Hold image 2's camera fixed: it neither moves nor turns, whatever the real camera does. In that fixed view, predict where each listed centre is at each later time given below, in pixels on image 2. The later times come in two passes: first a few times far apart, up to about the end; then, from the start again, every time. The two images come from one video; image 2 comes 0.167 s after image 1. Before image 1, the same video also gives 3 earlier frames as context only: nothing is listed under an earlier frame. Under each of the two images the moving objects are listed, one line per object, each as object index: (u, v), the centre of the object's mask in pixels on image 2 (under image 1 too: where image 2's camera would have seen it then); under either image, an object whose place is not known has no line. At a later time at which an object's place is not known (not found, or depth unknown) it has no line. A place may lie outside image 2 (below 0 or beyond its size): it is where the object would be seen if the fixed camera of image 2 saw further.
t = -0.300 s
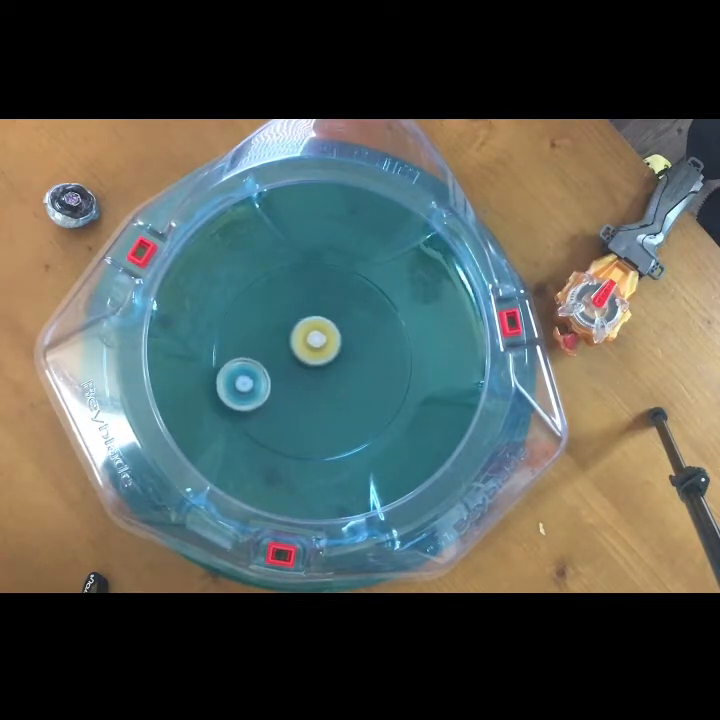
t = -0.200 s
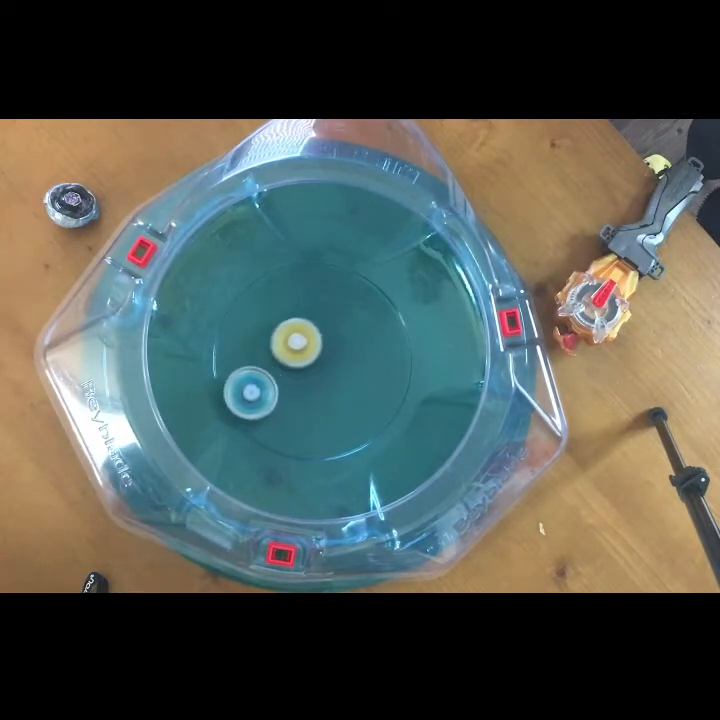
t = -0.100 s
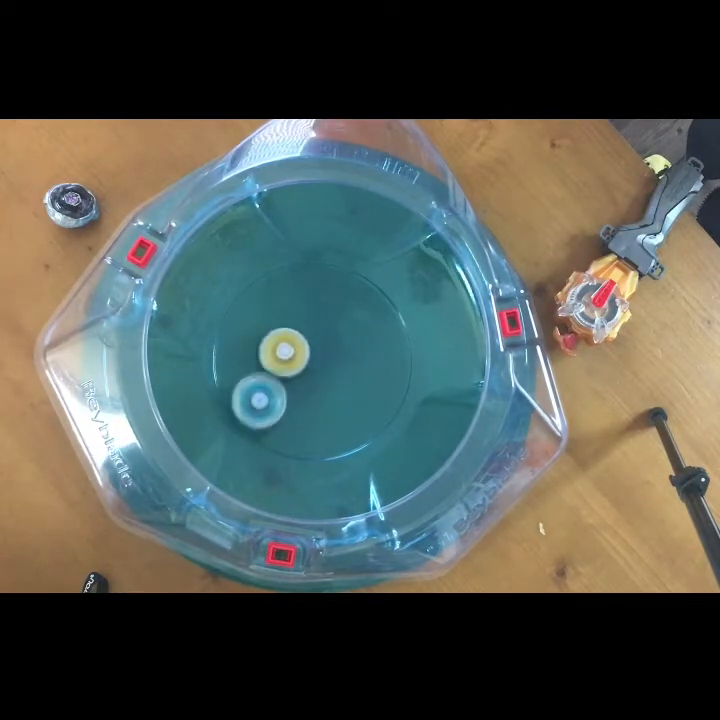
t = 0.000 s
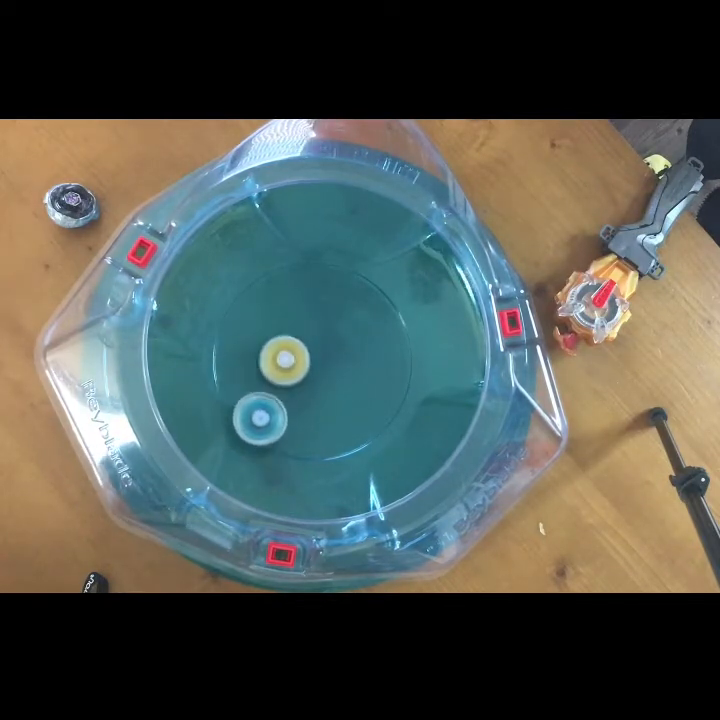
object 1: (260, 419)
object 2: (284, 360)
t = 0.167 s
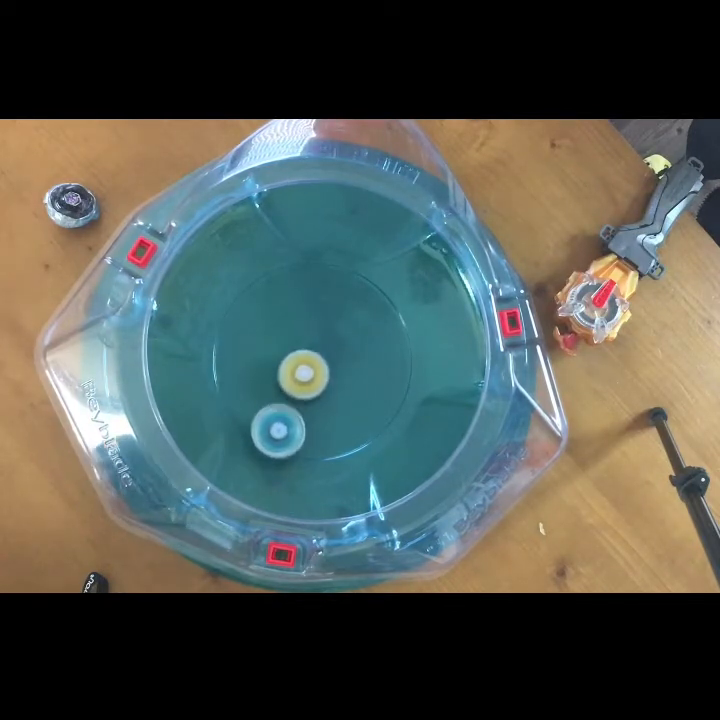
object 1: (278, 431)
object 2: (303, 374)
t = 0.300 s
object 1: (297, 431)
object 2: (318, 363)
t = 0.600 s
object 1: (318, 402)
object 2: (318, 333)
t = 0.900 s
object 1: (332, 405)
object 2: (283, 339)
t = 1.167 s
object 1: (355, 396)
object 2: (306, 369)
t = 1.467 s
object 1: (383, 374)
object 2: (335, 345)
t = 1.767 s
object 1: (359, 360)
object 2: (308, 333)
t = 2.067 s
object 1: (347, 375)
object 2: (291, 373)
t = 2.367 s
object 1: (359, 380)
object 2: (306, 395)
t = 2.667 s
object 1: (364, 359)
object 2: (307, 371)
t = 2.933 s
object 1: (362, 353)
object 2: (272, 353)
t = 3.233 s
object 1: (340, 352)
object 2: (272, 368)
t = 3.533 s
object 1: (350, 363)
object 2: (292, 359)
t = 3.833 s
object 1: (371, 375)
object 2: (295, 335)
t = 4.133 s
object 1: (349, 370)
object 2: (304, 335)
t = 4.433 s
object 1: (353, 418)
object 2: (304, 335)
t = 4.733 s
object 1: (338, 412)
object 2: (330, 351)
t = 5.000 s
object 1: (301, 400)
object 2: (342, 349)
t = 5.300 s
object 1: (271, 382)
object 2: (328, 362)
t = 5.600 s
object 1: (260, 352)
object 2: (320, 387)
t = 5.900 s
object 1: (276, 327)
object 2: (317, 388)
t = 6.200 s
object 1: (309, 318)
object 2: (302, 373)
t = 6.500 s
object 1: (341, 328)
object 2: (286, 363)
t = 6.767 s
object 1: (355, 353)
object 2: (290, 358)
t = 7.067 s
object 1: (350, 384)
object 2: (302, 346)
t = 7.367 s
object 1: (327, 404)
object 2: (314, 339)
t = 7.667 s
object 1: (297, 400)
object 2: (320, 345)
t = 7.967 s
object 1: (274, 374)
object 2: (326, 361)
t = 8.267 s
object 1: (271, 343)
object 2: (329, 372)
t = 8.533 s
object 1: (286, 323)
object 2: (321, 375)
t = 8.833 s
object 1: (316, 320)
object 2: (307, 374)
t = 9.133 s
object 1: (342, 337)
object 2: (296, 372)
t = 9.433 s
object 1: (351, 369)
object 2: (294, 363)
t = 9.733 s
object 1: (341, 395)
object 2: (298, 353)
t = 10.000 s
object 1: (319, 403)
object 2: (308, 348)
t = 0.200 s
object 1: (281, 435)
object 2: (308, 372)
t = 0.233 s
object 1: (285, 436)
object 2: (313, 369)
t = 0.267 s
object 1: (291, 434)
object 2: (317, 366)
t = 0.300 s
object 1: (297, 431)
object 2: (318, 363)
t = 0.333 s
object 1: (302, 426)
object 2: (319, 361)
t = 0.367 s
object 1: (306, 421)
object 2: (321, 359)
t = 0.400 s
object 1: (310, 416)
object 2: (322, 356)
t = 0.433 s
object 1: (313, 411)
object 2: (322, 354)
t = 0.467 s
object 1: (315, 406)
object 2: (322, 351)
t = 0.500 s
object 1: (317, 400)
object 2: (321, 349)
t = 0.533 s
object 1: (318, 400)
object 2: (320, 343)
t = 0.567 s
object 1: (318, 402)
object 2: (319, 337)
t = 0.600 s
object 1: (318, 402)
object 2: (318, 333)
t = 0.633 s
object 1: (319, 400)
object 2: (314, 331)
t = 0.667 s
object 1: (320, 397)
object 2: (310, 330)
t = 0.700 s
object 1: (320, 394)
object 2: (305, 331)
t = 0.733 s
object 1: (321, 390)
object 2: (301, 332)
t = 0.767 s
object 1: (321, 386)
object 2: (297, 334)
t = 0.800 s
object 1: (321, 382)
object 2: (294, 337)
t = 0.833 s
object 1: (325, 389)
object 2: (289, 336)
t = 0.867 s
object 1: (329, 398)
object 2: (285, 335)
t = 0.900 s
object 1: (332, 405)
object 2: (283, 339)
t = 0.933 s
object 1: (336, 409)
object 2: (283, 344)
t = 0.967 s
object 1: (339, 410)
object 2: (284, 349)
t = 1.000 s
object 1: (342, 408)
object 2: (286, 354)
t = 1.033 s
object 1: (344, 406)
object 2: (289, 359)
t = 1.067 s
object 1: (347, 403)
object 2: (293, 363)
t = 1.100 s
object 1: (349, 399)
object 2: (297, 367)
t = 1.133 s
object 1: (350, 396)
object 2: (303, 370)
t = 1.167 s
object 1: (355, 396)
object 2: (306, 369)
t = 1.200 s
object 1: (365, 399)
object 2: (306, 367)
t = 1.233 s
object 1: (373, 401)
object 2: (311, 364)
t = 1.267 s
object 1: (379, 400)
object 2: (317, 363)
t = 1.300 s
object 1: (381, 397)
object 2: (322, 361)
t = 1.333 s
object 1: (383, 393)
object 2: (326, 358)
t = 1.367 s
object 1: (384, 388)
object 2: (329, 356)
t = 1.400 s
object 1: (384, 383)
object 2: (332, 352)
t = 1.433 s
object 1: (384, 379)
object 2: (334, 349)
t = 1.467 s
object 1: (383, 374)
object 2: (335, 345)
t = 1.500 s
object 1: (381, 370)
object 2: (336, 342)
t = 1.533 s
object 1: (378, 367)
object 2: (335, 339)
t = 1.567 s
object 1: (376, 365)
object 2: (332, 335)
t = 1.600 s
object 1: (373, 363)
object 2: (329, 333)
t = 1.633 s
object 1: (370, 362)
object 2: (326, 331)
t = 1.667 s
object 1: (366, 360)
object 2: (323, 330)
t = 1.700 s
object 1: (364, 361)
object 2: (317, 330)
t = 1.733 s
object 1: (362, 361)
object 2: (313, 330)
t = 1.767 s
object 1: (359, 360)
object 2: (308, 333)
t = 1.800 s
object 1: (355, 360)
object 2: (305, 336)
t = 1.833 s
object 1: (352, 360)
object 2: (302, 340)
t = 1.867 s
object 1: (351, 362)
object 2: (298, 344)
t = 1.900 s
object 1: (354, 366)
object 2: (294, 348)
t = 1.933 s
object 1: (353, 369)
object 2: (292, 353)
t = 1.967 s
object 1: (352, 372)
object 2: (291, 358)
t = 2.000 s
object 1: (349, 373)
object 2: (291, 363)
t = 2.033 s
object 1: (347, 374)
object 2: (291, 368)
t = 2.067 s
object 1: (347, 375)
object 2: (291, 373)
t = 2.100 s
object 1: (355, 378)
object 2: (288, 376)
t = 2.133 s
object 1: (358, 380)
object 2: (287, 380)
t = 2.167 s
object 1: (360, 381)
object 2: (288, 384)
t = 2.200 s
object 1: (362, 382)
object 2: (290, 387)
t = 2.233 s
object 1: (363, 382)
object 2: (292, 390)
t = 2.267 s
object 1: (363, 382)
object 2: (295, 393)
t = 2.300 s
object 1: (362, 381)
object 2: (298, 394)
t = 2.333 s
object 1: (361, 381)
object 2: (302, 395)
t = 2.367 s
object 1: (359, 380)
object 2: (306, 395)
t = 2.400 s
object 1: (360, 379)
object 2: (308, 394)
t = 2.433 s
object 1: (363, 377)
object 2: (308, 392)
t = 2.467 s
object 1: (363, 375)
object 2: (310, 390)
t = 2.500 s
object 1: (363, 372)
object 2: (311, 387)
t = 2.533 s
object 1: (363, 370)
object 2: (311, 384)
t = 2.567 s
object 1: (366, 367)
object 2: (309, 382)
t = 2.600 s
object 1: (367, 364)
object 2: (308, 378)
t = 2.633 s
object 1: (366, 361)
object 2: (308, 375)
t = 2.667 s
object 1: (364, 359)
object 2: (307, 371)
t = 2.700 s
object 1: (362, 357)
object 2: (305, 367)
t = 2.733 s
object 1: (358, 355)
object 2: (303, 363)
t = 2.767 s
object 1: (354, 353)
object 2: (300, 360)
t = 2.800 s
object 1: (350, 351)
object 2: (297, 357)
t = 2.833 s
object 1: (352, 350)
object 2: (290, 355)
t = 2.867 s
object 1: (359, 351)
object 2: (281, 354)
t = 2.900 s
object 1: (362, 352)
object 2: (275, 353)
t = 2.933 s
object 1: (362, 353)
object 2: (272, 353)
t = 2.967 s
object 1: (361, 353)
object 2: (269, 354)
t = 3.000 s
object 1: (359, 352)
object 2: (266, 355)
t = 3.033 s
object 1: (358, 351)
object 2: (265, 357)
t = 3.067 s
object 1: (356, 351)
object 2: (264, 359)
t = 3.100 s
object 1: (353, 350)
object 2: (264, 361)
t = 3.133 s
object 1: (350, 350)
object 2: (265, 362)
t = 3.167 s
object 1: (347, 350)
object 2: (267, 365)
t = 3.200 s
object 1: (343, 351)
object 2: (270, 366)
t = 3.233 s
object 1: (340, 352)
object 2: (272, 368)
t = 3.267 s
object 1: (336, 353)
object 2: (276, 368)
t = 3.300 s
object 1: (333, 354)
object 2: (279, 367)
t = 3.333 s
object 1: (339, 355)
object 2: (278, 367)
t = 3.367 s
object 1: (346, 357)
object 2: (278, 367)
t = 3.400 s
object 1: (350, 358)
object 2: (280, 365)
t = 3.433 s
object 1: (351, 359)
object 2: (282, 364)
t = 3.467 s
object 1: (351, 360)
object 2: (286, 363)
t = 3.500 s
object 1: (351, 361)
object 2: (289, 361)
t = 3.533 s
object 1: (350, 363)
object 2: (292, 359)
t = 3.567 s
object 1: (349, 364)
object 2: (295, 356)
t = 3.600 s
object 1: (350, 366)
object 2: (296, 352)
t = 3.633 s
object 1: (358, 371)
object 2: (294, 348)
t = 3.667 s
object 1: (364, 374)
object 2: (293, 345)
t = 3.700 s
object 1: (367, 376)
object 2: (293, 342)
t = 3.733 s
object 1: (369, 376)
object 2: (294, 340)
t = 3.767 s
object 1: (370, 376)
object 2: (295, 338)
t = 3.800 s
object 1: (371, 375)
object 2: (295, 336)
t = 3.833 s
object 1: (371, 375)
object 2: (295, 335)
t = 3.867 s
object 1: (371, 374)
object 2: (296, 333)
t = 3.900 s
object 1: (370, 374)
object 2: (296, 332)
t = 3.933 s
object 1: (369, 373)
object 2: (297, 332)
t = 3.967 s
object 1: (366, 372)
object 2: (298, 332)
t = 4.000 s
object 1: (363, 372)
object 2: (299, 332)
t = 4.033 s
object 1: (360, 371)
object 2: (300, 333)
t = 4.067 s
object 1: (357, 370)
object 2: (301, 333)
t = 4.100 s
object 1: (353, 370)
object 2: (302, 334)
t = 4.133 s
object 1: (349, 370)
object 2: (304, 335)
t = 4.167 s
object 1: (345, 371)
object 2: (305, 336)
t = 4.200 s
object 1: (348, 382)
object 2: (303, 332)
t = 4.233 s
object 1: (350, 395)
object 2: (301, 329)
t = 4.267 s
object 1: (351, 403)
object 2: (301, 328)
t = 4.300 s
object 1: (352, 409)
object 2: (301, 329)
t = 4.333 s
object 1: (352, 413)
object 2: (301, 330)
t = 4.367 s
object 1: (353, 415)
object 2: (302, 331)
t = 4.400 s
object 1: (353, 417)
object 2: (303, 333)
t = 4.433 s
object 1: (353, 418)
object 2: (304, 335)
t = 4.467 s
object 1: (353, 419)
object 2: (306, 338)
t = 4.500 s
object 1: (352, 420)
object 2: (308, 340)
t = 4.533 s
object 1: (351, 420)
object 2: (311, 342)
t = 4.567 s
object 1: (350, 419)
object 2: (314, 344)
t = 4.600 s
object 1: (348, 419)
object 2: (317, 346)
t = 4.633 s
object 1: (346, 418)
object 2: (320, 348)
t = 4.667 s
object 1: (343, 416)
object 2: (323, 350)
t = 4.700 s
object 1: (341, 414)
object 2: (327, 351)
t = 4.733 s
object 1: (338, 412)
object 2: (330, 351)
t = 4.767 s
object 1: (334, 410)
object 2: (332, 352)
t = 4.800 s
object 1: (331, 407)
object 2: (335, 353)
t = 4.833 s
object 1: (327, 404)
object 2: (337, 353)
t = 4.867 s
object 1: (323, 402)
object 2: (339, 353)
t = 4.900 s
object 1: (316, 403)
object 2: (341, 350)
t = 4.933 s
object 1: (310, 402)
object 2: (342, 350)
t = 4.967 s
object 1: (305, 401)
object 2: (342, 349)
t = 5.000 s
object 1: (301, 400)
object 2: (342, 349)
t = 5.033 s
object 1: (297, 399)
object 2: (342, 349)
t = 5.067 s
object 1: (293, 398)
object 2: (341, 349)
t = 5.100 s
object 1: (289, 397)
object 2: (339, 350)
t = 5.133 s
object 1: (285, 395)
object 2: (337, 351)
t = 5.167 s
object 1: (282, 393)
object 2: (335, 353)
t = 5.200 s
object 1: (279, 391)
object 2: (333, 355)
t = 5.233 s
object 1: (276, 388)
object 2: (331, 357)
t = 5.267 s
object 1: (273, 385)
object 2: (329, 359)
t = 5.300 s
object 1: (271, 382)
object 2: (328, 362)
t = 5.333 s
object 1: (268, 379)
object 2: (326, 365)
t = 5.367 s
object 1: (266, 376)
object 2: (325, 368)
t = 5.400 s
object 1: (265, 373)
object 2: (323, 371)
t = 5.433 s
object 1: (263, 370)
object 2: (323, 374)
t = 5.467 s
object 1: (262, 366)
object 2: (322, 377)
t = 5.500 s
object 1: (261, 363)
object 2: (321, 380)
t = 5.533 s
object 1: (260, 359)
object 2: (321, 383)
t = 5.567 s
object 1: (260, 356)
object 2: (320, 385)
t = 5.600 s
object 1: (260, 352)
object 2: (320, 387)
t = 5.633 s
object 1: (261, 349)
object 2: (319, 389)
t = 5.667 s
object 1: (262, 346)
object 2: (319, 390)
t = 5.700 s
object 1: (263, 342)
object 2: (319, 391)
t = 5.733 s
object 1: (264, 339)
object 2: (319, 391)
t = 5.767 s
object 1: (266, 336)
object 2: (319, 391)
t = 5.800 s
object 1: (268, 334)
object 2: (319, 391)
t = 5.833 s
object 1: (271, 331)
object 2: (318, 390)
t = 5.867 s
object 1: (273, 329)
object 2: (318, 389)
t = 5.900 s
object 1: (276, 327)
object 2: (317, 388)
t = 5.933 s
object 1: (279, 325)
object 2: (316, 386)
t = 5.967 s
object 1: (282, 323)
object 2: (315, 385)
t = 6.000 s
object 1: (286, 322)
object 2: (313, 384)
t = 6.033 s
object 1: (289, 321)
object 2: (311, 382)
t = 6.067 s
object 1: (293, 320)
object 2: (310, 380)
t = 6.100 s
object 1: (297, 319)
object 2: (308, 379)
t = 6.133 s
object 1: (301, 318)
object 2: (306, 377)
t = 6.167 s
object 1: (305, 318)
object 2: (304, 375)
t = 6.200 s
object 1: (309, 318)
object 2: (302, 373)
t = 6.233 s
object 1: (313, 318)
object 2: (300, 372)
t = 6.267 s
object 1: (317, 319)
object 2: (298, 370)
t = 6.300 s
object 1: (321, 320)
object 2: (296, 369)
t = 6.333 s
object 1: (325, 321)
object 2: (294, 367)
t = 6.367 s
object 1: (328, 322)
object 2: (292, 366)
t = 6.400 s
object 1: (332, 323)
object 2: (290, 365)
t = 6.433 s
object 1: (335, 325)
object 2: (288, 364)
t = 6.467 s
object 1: (338, 326)
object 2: (287, 363)
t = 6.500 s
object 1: (341, 328)
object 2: (286, 363)
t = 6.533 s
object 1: (344, 331)
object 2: (285, 363)
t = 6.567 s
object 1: (346, 333)
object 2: (285, 362)
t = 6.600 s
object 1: (348, 336)
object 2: (286, 362)
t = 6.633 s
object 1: (350, 339)
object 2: (286, 362)
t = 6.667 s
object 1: (352, 342)
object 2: (287, 361)
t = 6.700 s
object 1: (353, 346)
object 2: (288, 360)
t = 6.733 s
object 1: (354, 349)
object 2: (289, 359)
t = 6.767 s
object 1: (355, 353)
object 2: (290, 358)
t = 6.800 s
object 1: (355, 357)
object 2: (291, 357)
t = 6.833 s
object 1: (356, 360)
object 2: (292, 355)
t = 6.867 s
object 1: (355, 364)
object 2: (294, 354)
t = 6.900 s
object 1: (355, 368)
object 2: (295, 352)
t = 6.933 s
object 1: (355, 371)
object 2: (296, 351)
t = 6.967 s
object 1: (354, 374)
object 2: (298, 349)
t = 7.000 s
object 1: (353, 378)
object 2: (299, 348)
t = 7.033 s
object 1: (352, 381)
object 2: (301, 347)
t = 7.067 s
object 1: (350, 384)
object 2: (302, 346)
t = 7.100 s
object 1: (348, 387)
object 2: (304, 345)
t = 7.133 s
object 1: (346, 390)
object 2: (305, 344)
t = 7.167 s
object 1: (344, 393)
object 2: (307, 343)
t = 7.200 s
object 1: (342, 396)
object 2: (309, 342)
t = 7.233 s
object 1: (339, 398)
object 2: (310, 341)
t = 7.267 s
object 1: (336, 400)
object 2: (311, 340)
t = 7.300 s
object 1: (333, 402)
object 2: (312, 339)
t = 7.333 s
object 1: (330, 403)
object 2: (313, 339)
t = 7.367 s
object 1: (327, 404)
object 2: (314, 339)
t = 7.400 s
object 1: (324, 405)
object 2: (315, 339)
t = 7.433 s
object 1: (320, 406)
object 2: (316, 339)
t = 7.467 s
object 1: (317, 406)
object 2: (317, 339)
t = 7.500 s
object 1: (313, 406)
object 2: (317, 340)
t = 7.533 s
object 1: (310, 405)
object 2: (318, 340)
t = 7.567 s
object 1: (307, 404)
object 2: (319, 341)
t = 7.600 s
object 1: (303, 403)
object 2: (319, 342)
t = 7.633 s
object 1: (300, 402)
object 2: (320, 343)
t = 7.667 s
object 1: (297, 400)
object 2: (320, 345)
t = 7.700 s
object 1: (294, 398)
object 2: (321, 347)
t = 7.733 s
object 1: (290, 396)
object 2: (322, 348)
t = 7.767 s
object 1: (287, 394)
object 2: (322, 350)
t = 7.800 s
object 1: (285, 391)
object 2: (323, 352)
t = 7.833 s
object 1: (282, 388)
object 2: (324, 354)
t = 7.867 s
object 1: (280, 385)
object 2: (325, 355)
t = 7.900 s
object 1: (278, 381)
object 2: (325, 357)
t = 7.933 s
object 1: (276, 378)
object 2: (326, 359)
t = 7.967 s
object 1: (274, 374)
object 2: (326, 361)
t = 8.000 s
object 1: (272, 371)
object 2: (327, 363)
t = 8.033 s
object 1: (271, 367)
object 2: (328, 364)
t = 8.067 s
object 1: (270, 364)
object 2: (328, 366)
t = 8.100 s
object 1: (270, 361)
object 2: (329, 367)
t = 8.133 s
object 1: (269, 357)
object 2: (329, 368)
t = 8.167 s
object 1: (269, 353)
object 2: (329, 369)
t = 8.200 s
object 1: (270, 350)
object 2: (329, 370)
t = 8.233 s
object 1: (270, 346)
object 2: (329, 371)
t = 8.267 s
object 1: (271, 343)
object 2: (329, 372)
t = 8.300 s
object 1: (272, 340)
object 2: (328, 372)
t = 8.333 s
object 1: (273, 337)
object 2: (327, 373)
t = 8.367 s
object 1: (275, 334)
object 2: (327, 373)
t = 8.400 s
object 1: (277, 331)
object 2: (326, 374)
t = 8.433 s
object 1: (279, 329)
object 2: (325, 374)
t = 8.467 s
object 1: (281, 327)
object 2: (324, 375)
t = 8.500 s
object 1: (283, 325)
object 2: (322, 375)
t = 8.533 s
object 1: (286, 323)
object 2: (321, 375)
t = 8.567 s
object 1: (289, 322)
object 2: (320, 375)
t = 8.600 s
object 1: (292, 321)
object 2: (318, 375)
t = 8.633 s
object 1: (295, 320)
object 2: (317, 375)
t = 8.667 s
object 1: (298, 319)
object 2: (315, 375)
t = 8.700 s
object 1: (301, 319)
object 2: (314, 375)
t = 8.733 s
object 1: (305, 319)
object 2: (312, 375)
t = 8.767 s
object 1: (308, 319)
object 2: (310, 375)
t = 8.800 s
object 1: (312, 319)
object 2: (309, 374)
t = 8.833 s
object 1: (316, 320)
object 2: (307, 374)
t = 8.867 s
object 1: (319, 321)
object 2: (306, 374)
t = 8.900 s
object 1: (322, 322)
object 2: (304, 373)
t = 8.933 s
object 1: (326, 324)
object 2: (302, 373)
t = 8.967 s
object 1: (329, 326)
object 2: (301, 373)
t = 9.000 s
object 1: (332, 328)
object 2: (300, 373)
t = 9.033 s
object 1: (335, 330)
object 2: (299, 373)
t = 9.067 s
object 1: (338, 332)
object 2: (298, 373)
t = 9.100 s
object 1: (340, 334)
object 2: (297, 372)
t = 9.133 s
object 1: (342, 337)
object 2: (296, 372)
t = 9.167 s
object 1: (344, 340)
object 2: (296, 371)
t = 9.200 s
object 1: (346, 343)
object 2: (295, 370)
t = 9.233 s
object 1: (348, 346)
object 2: (295, 369)
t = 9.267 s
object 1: (349, 350)
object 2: (295, 368)
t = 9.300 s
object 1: (350, 354)
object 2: (294, 367)
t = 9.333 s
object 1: (350, 357)
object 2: (294, 366)
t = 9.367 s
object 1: (351, 361)
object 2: (294, 365)
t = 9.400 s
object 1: (351, 365)
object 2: (294, 364)
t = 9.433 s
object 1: (351, 369)
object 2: (294, 363)
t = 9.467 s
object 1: (351, 372)
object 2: (294, 362)
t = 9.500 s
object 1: (351, 376)
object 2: (295, 360)
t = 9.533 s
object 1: (350, 379)
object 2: (295, 359)
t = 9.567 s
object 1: (349, 382)
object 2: (296, 358)
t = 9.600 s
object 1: (348, 385)
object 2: (296, 357)
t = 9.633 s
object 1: (347, 388)
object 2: (297, 356)
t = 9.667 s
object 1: (345, 391)
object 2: (297, 355)
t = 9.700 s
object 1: (343, 393)
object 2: (298, 354)
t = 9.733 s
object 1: (341, 395)
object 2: (298, 353)
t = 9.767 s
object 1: (339, 397)
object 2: (299, 352)
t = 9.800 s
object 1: (336, 399)
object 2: (300, 351)
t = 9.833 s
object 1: (334, 400)
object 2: (301, 351)
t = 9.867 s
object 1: (331, 401)
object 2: (302, 350)
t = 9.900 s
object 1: (328, 402)
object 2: (304, 350)
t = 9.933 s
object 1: (325, 403)
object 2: (305, 349)
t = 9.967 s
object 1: (322, 403)
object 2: (306, 349)
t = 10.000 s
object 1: (319, 403)
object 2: (308, 348)
